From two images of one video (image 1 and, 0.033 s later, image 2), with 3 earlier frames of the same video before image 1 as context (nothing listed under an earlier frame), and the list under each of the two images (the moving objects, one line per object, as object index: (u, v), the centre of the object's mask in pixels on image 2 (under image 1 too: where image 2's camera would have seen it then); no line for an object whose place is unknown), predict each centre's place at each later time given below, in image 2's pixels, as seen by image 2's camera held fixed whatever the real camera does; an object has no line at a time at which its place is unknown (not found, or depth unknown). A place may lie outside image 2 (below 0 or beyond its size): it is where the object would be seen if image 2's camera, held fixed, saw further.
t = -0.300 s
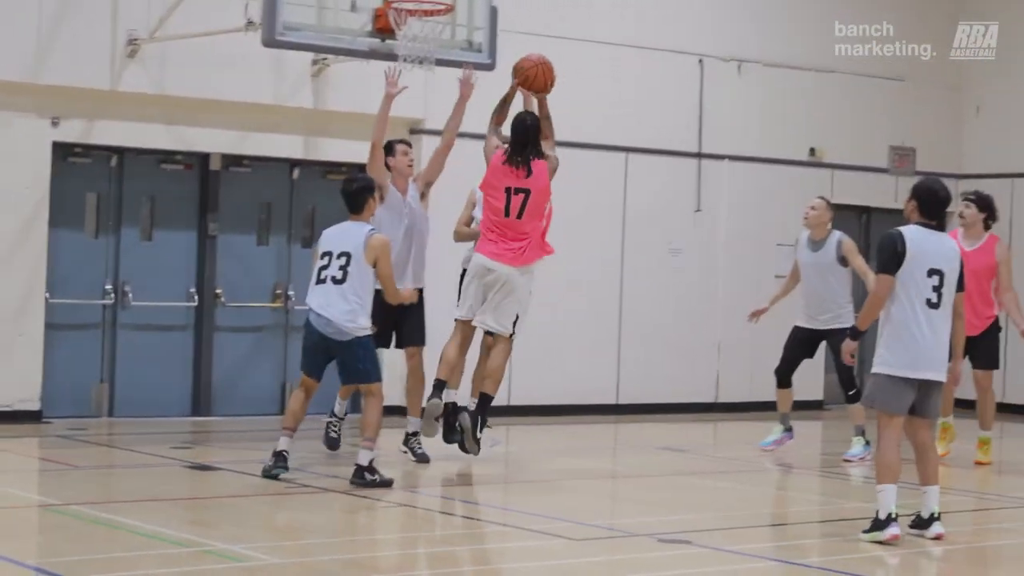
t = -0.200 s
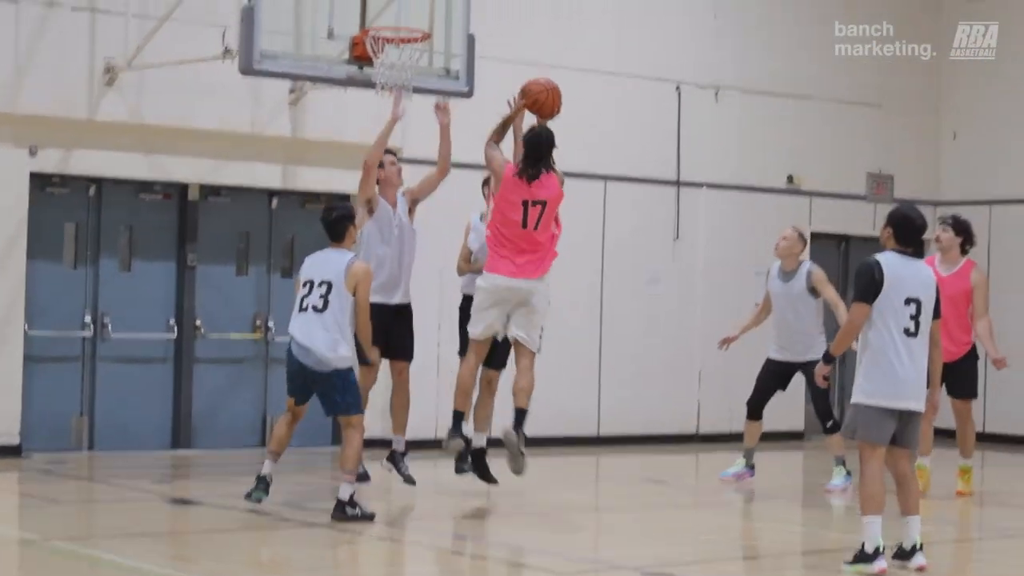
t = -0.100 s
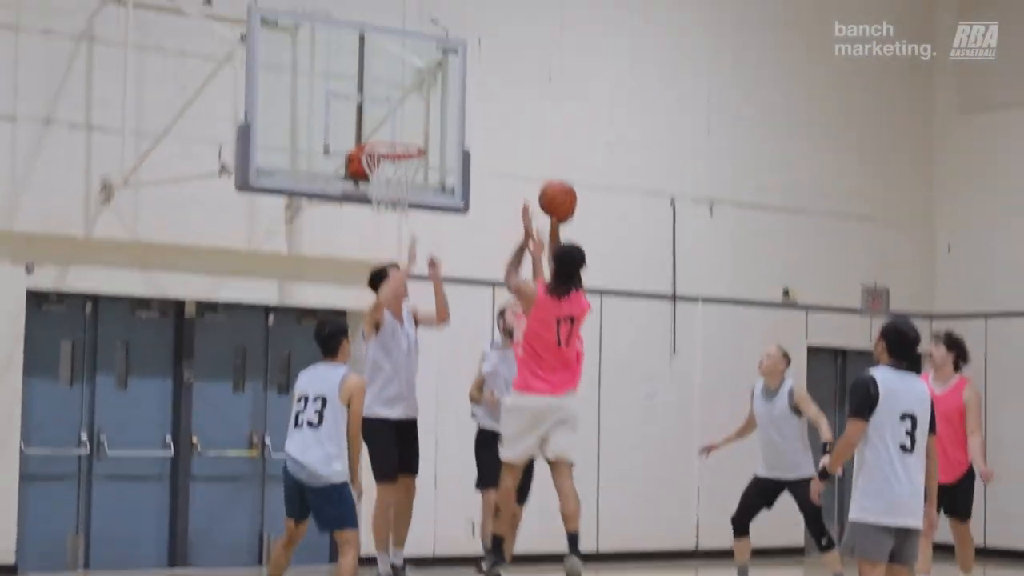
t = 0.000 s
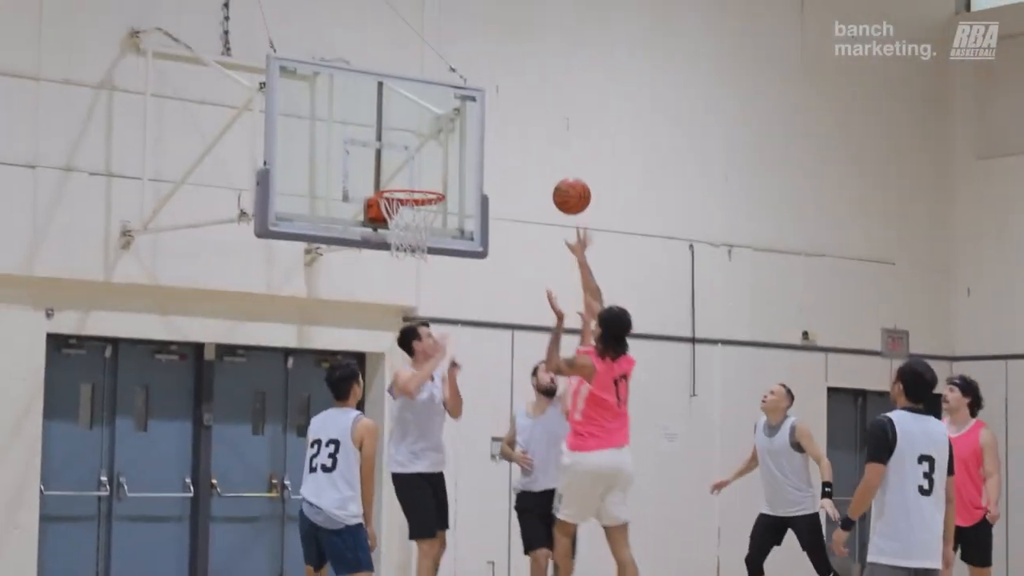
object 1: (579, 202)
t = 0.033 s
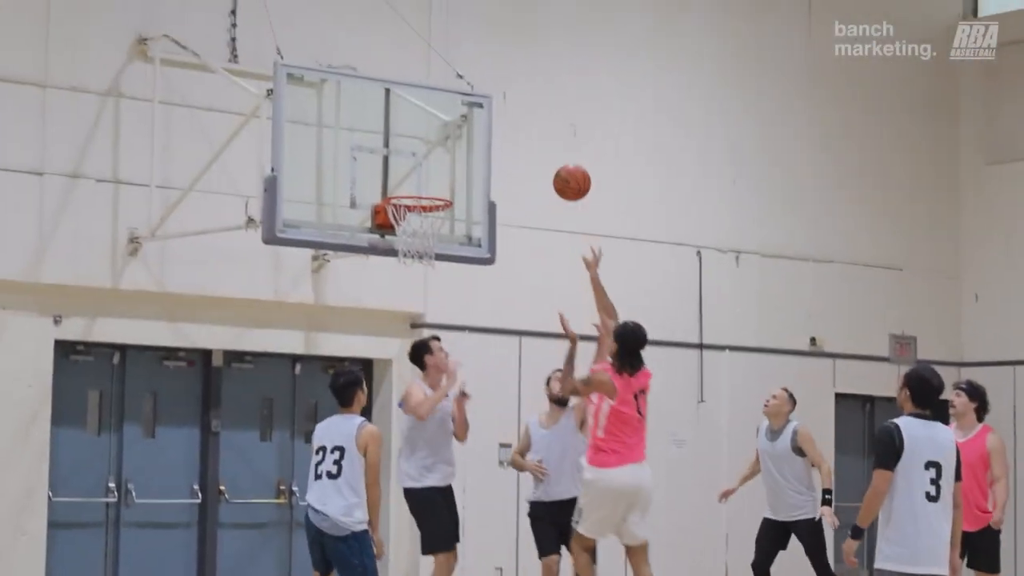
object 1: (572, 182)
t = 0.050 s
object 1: (568, 173)
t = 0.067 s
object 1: (565, 164)
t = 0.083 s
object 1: (561, 156)
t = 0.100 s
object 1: (558, 148)
